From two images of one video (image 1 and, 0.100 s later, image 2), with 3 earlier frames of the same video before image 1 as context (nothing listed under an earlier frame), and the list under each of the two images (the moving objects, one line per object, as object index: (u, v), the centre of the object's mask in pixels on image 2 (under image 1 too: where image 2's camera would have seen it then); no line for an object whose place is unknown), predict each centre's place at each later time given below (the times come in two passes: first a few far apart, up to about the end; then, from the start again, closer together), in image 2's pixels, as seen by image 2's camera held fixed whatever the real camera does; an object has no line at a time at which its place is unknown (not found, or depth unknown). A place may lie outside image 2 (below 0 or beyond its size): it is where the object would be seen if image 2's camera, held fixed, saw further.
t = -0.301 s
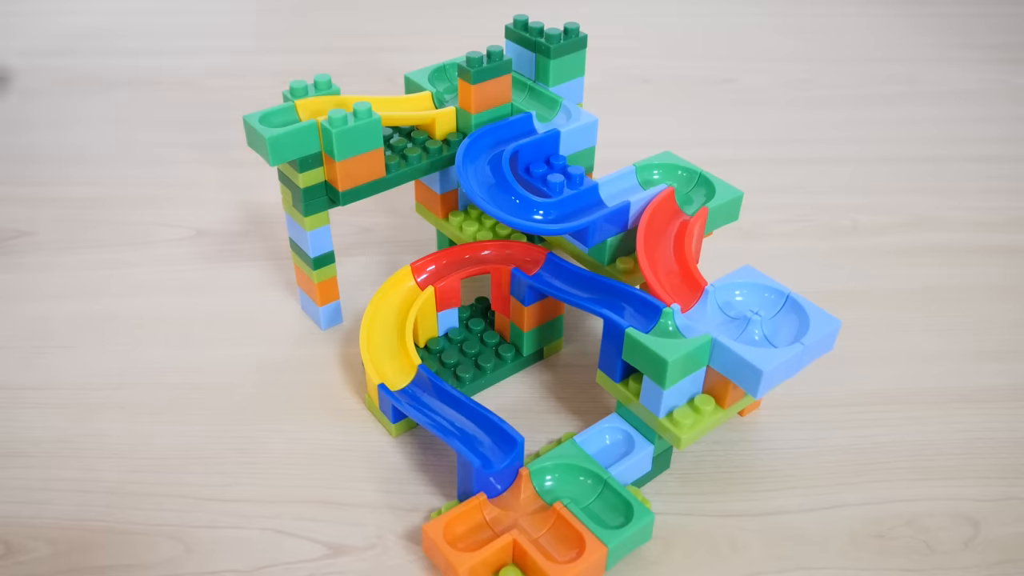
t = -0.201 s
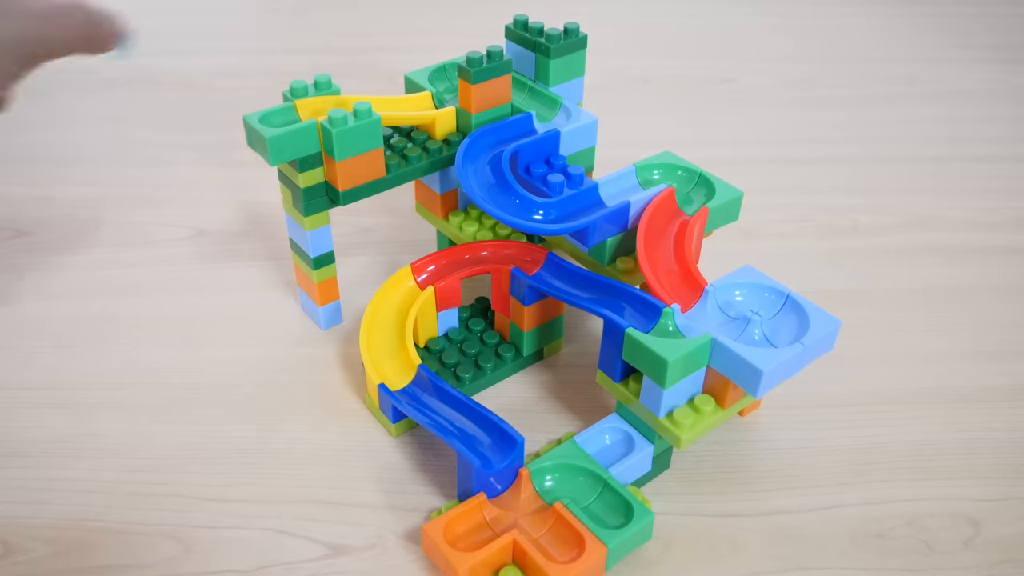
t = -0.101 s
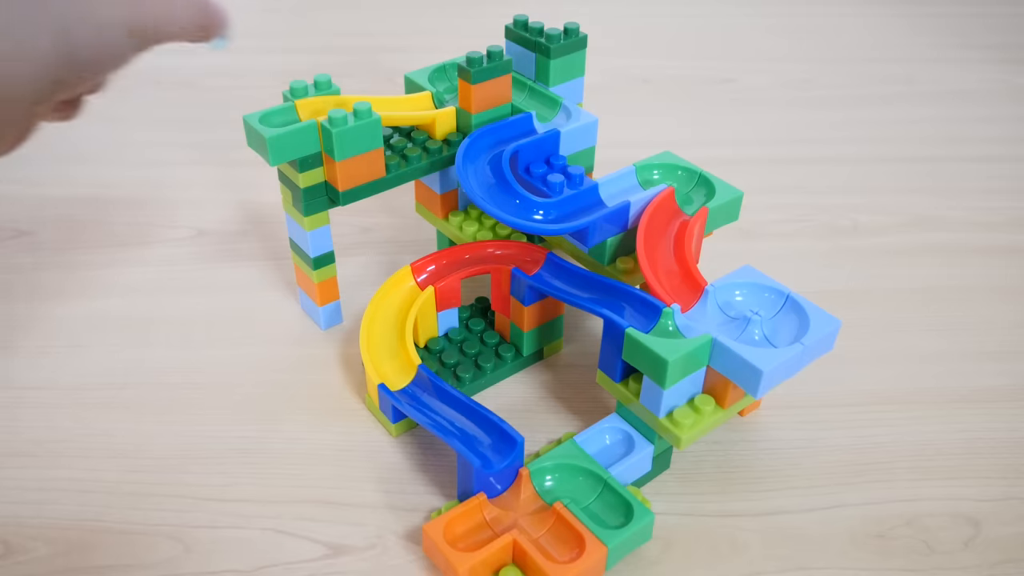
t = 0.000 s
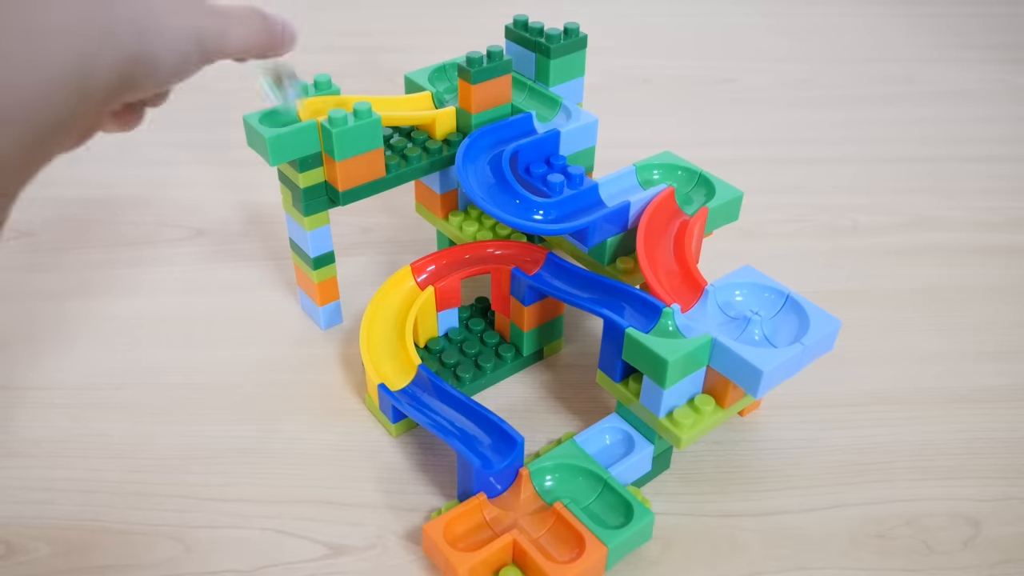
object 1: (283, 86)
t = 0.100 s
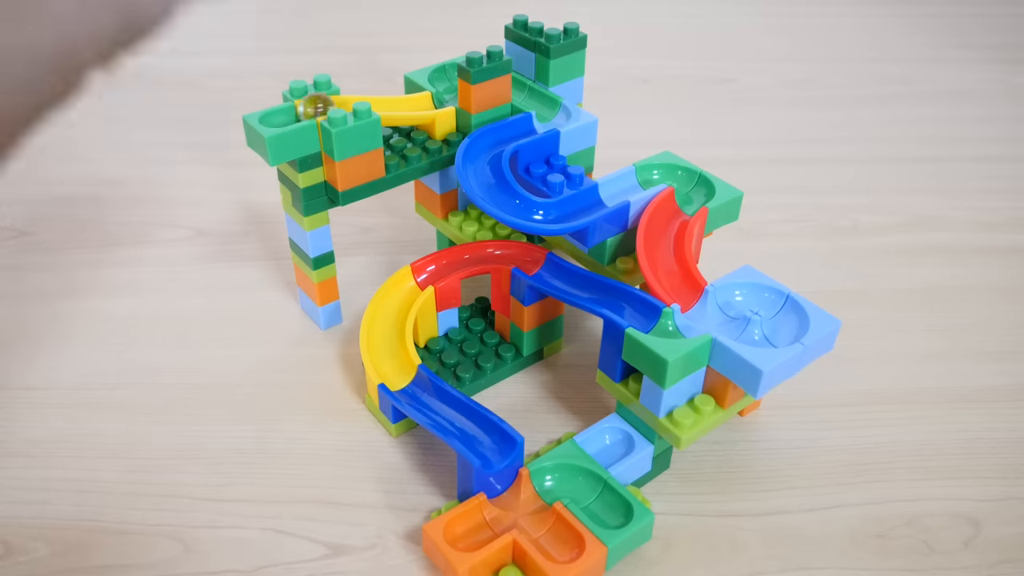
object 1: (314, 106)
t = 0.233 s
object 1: (379, 101)
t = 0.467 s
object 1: (456, 64)
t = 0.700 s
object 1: (532, 97)
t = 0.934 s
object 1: (530, 123)
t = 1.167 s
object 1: (491, 143)
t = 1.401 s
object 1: (564, 209)
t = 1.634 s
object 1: (694, 190)
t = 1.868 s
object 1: (663, 252)
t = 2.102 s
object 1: (782, 306)
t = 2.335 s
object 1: (699, 317)
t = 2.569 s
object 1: (638, 310)
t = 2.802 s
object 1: (529, 257)
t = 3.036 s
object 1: (420, 393)
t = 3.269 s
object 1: (508, 467)
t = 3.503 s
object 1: (560, 542)
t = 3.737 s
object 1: (526, 508)
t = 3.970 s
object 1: (517, 498)
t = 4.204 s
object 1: (534, 517)
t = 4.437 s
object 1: (540, 523)
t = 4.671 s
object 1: (536, 519)
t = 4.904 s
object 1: (534, 517)
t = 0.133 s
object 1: (325, 103)
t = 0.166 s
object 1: (339, 100)
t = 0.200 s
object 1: (354, 98)
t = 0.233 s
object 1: (379, 101)
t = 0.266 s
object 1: (399, 102)
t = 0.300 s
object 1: (425, 100)
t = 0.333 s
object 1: (445, 95)
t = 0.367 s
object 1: (445, 82)
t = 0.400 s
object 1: (444, 77)
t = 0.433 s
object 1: (448, 71)
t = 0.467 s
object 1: (456, 64)
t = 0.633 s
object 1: (521, 88)
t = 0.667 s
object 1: (525, 93)
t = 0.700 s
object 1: (532, 97)
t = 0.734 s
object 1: (545, 105)
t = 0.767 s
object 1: (551, 110)
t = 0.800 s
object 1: (552, 115)
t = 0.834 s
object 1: (551, 117)
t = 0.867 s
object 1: (543, 120)
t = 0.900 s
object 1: (536, 122)
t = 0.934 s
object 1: (530, 123)
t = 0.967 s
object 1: (524, 125)
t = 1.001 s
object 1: (518, 128)
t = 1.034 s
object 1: (512, 130)
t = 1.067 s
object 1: (505, 133)
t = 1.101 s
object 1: (501, 135)
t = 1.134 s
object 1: (496, 138)
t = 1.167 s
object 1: (491, 143)
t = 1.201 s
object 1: (485, 148)
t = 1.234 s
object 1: (482, 158)
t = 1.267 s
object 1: (480, 170)
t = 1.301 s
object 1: (489, 184)
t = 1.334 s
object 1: (509, 200)
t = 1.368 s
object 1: (533, 212)
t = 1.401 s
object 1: (564, 209)
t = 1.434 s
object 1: (588, 200)
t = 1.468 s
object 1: (606, 193)
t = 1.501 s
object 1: (628, 184)
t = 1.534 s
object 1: (646, 176)
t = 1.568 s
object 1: (666, 169)
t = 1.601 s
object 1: (685, 176)
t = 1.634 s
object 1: (694, 190)
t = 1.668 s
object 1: (694, 192)
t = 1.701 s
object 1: (690, 197)
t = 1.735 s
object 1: (685, 200)
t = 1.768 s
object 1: (677, 207)
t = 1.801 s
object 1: (671, 218)
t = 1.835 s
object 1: (664, 232)
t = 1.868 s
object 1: (663, 252)
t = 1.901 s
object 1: (673, 277)
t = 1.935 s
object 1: (693, 296)
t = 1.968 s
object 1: (720, 316)
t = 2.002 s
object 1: (750, 330)
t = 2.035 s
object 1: (773, 332)
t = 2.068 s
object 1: (786, 323)
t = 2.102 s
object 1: (782, 306)
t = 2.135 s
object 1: (769, 297)
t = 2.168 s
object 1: (750, 295)
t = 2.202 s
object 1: (735, 296)
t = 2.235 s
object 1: (728, 301)
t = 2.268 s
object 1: (720, 306)
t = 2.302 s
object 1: (709, 312)
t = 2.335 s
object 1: (699, 317)
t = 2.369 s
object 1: (691, 320)
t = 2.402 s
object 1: (683, 322)
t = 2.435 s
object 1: (672, 323)
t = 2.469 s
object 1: (661, 323)
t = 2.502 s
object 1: (650, 319)
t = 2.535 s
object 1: (645, 313)
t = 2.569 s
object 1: (638, 310)
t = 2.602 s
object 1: (629, 303)
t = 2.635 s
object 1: (620, 298)
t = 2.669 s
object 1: (606, 292)
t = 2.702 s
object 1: (588, 286)
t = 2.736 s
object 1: (570, 279)
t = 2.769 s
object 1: (551, 269)
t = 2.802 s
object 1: (529, 257)
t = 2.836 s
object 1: (503, 252)
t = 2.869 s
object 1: (468, 254)
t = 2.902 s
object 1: (430, 270)
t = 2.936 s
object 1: (399, 292)
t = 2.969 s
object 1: (386, 327)
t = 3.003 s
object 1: (392, 367)
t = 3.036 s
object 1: (420, 393)
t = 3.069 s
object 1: (440, 407)
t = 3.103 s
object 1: (455, 416)
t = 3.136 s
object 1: (470, 427)
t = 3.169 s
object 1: (482, 436)
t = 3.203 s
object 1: (490, 444)
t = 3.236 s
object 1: (499, 454)
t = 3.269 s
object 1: (508, 467)
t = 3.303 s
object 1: (520, 498)
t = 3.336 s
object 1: (531, 513)
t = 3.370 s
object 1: (540, 525)
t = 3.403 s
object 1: (550, 533)
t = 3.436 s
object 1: (558, 541)
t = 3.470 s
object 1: (561, 543)
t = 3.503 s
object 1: (560, 542)
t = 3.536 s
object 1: (558, 541)
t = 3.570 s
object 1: (554, 537)
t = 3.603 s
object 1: (550, 533)
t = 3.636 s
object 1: (544, 527)
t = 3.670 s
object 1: (537, 522)
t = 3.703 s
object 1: (532, 515)
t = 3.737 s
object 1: (526, 508)
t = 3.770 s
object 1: (520, 502)
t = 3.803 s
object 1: (515, 494)
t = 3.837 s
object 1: (513, 494)
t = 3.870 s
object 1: (514, 494)
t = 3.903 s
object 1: (514, 495)
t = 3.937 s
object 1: (514, 497)
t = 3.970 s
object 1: (517, 498)
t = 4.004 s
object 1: (519, 501)
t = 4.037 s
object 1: (523, 504)
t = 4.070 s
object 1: (525, 508)
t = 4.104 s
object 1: (527, 512)
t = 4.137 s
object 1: (530, 514)
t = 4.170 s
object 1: (532, 516)
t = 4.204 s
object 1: (534, 517)
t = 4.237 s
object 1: (535, 518)
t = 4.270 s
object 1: (536, 520)
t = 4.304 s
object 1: (537, 520)
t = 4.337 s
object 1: (538, 522)
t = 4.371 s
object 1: (540, 523)
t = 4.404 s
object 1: (541, 524)
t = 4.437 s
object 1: (540, 523)
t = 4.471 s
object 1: (538, 522)
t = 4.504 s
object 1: (538, 521)
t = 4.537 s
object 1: (537, 520)
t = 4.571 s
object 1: (537, 520)
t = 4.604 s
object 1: (537, 520)
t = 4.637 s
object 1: (536, 519)
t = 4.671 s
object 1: (536, 519)
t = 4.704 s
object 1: (536, 519)
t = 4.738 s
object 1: (535, 518)
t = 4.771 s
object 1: (535, 518)
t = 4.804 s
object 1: (535, 518)
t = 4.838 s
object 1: (534, 517)
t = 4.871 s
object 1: (534, 517)
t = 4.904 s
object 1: (534, 517)
